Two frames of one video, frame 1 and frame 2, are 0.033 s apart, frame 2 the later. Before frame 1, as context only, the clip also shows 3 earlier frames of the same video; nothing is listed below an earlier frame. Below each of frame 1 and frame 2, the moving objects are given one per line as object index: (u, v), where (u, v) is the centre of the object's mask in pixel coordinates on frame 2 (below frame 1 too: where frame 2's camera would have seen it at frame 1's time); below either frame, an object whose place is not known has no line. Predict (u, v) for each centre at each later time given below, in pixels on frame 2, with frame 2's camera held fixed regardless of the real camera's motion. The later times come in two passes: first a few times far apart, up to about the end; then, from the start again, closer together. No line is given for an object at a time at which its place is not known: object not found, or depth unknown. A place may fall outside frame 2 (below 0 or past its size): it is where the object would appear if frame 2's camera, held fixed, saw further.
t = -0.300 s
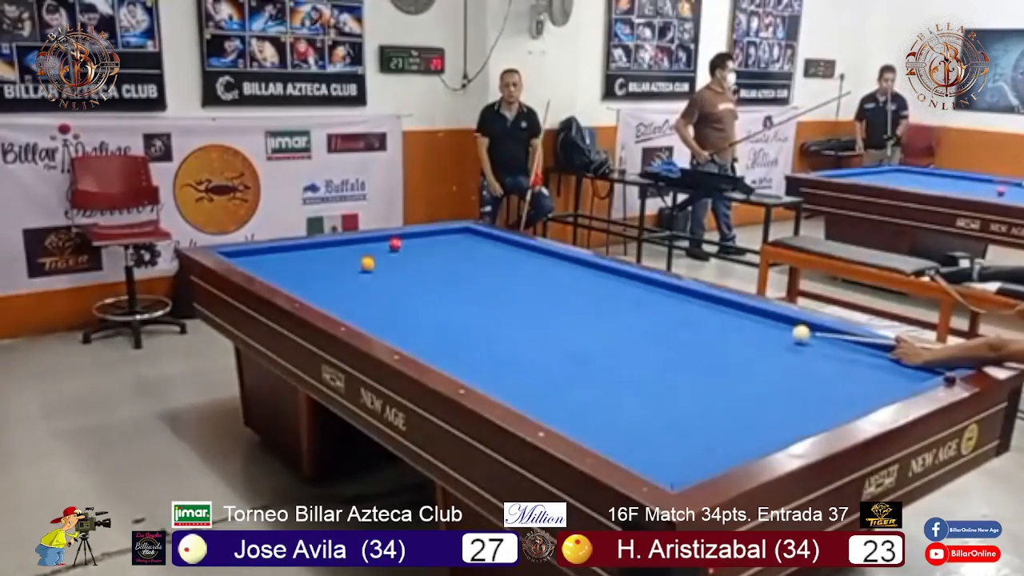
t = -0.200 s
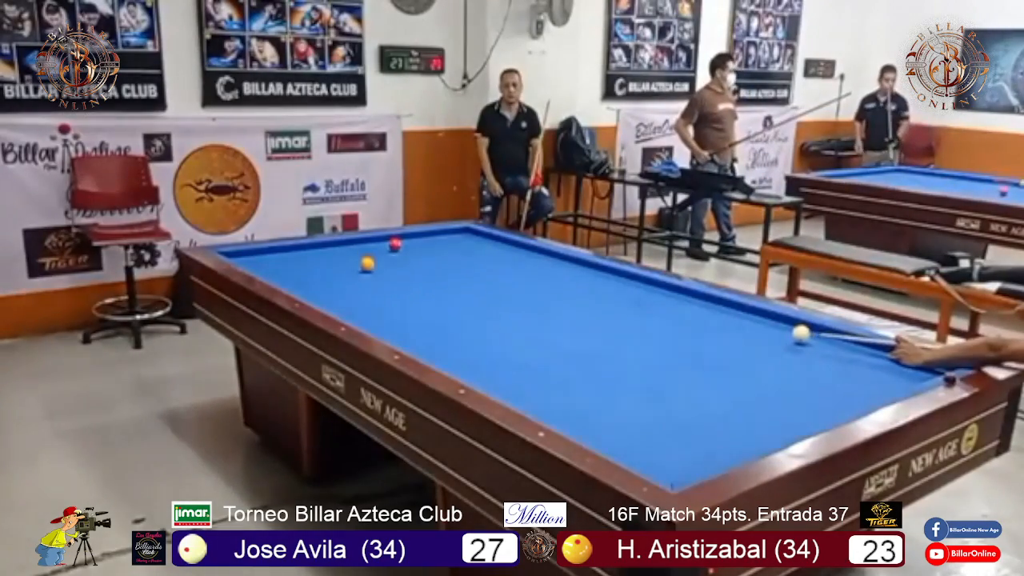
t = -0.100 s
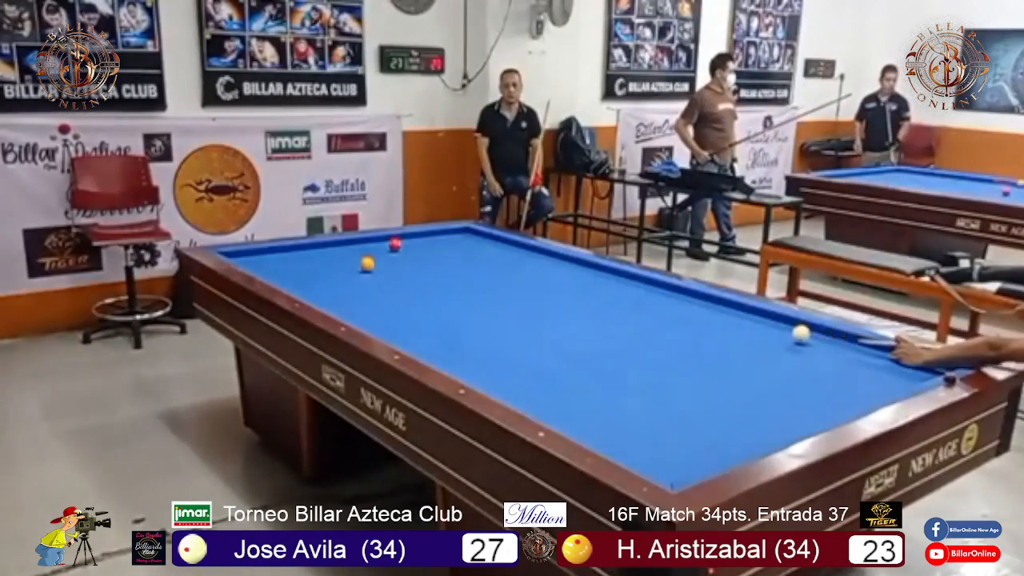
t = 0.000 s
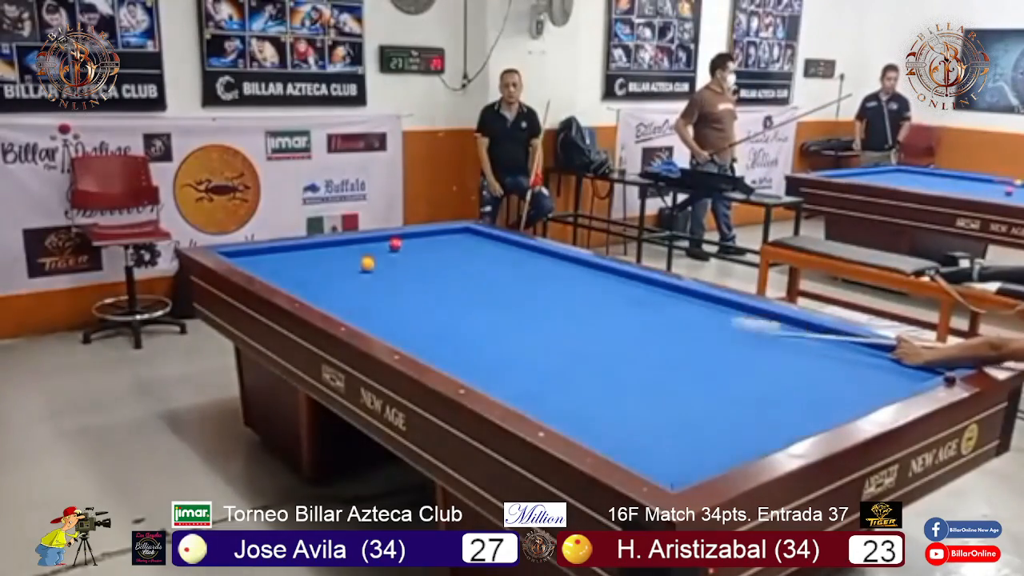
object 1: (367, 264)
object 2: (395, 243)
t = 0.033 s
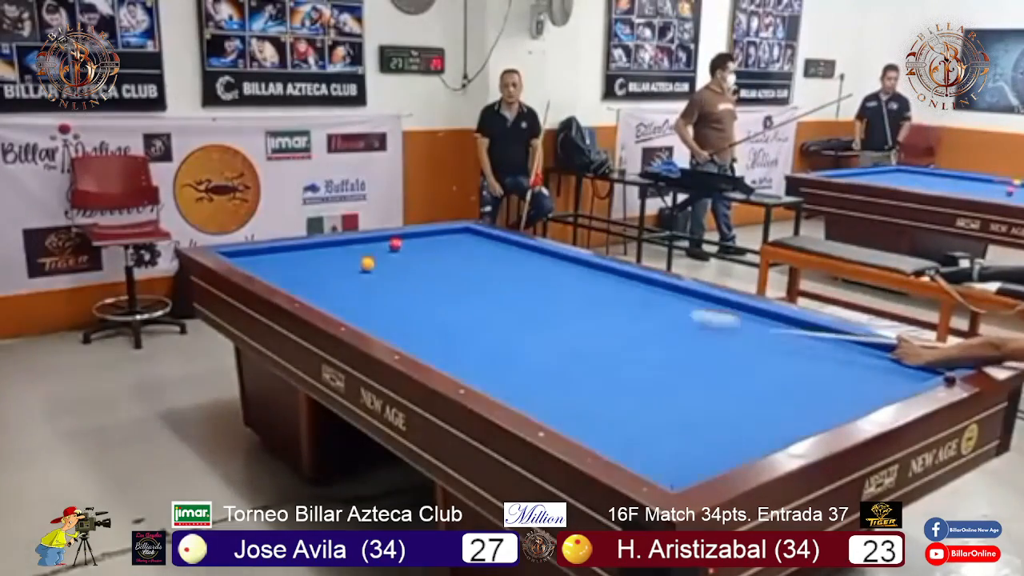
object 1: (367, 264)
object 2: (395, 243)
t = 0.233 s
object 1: (368, 264)
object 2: (395, 243)
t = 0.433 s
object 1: (349, 257)
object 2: (395, 243)
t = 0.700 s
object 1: (338, 258)
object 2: (395, 244)
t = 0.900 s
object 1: (377, 276)
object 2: (395, 243)
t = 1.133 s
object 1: (429, 299)
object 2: (395, 243)
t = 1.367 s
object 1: (491, 328)
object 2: (395, 243)
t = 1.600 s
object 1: (568, 362)
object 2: (395, 243)
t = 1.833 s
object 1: (665, 405)
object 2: (396, 243)
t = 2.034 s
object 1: (738, 439)
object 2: (405, 244)
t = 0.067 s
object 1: (367, 264)
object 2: (395, 243)
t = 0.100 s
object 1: (367, 264)
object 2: (395, 243)
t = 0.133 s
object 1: (367, 264)
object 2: (395, 243)
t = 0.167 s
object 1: (368, 264)
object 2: (395, 243)
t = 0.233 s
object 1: (368, 264)
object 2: (395, 243)
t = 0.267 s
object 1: (367, 264)
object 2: (395, 243)
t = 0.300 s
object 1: (368, 264)
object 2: (395, 243)
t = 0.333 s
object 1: (367, 264)
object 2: (395, 243)
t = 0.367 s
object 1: (368, 264)
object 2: (395, 243)
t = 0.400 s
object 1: (360, 260)
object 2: (395, 243)
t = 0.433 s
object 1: (349, 257)
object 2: (395, 243)
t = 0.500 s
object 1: (321, 248)
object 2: (395, 244)
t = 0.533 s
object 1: (310, 245)
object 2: (395, 244)
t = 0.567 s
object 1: (310, 245)
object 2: (395, 243)
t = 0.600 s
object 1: (316, 249)
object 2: (395, 243)
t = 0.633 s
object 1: (323, 251)
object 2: (395, 243)
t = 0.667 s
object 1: (330, 255)
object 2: (395, 244)
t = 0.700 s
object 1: (338, 258)
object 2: (395, 244)
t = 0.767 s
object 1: (350, 264)
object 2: (395, 244)
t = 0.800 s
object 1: (357, 268)
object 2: (395, 243)
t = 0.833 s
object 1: (363, 270)
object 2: (395, 243)
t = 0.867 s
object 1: (370, 273)
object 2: (395, 243)
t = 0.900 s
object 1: (377, 276)
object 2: (395, 243)
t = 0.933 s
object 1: (384, 279)
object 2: (395, 243)
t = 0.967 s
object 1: (391, 283)
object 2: (395, 243)
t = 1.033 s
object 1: (405, 289)
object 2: (395, 243)
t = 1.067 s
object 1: (413, 292)
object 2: (395, 243)
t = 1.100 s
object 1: (421, 296)
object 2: (395, 243)
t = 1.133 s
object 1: (429, 299)
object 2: (395, 243)
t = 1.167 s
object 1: (438, 303)
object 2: (395, 243)
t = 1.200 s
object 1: (446, 308)
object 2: (395, 243)
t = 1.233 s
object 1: (454, 311)
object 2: (395, 243)
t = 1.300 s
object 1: (473, 319)
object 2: (395, 243)
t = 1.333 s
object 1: (482, 323)
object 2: (395, 243)
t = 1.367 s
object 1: (491, 328)
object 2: (395, 243)
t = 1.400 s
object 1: (501, 332)
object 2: (395, 243)
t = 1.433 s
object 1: (511, 336)
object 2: (395, 243)
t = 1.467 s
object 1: (522, 341)
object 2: (395, 244)
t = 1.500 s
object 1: (533, 346)
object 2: (395, 243)
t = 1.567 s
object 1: (555, 356)
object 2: (395, 243)
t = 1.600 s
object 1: (568, 362)
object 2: (395, 243)
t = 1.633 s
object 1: (581, 368)
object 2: (395, 243)
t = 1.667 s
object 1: (594, 374)
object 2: (395, 243)
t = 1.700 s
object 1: (607, 380)
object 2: (395, 243)
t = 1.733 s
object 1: (621, 386)
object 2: (395, 243)
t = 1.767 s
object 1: (635, 392)
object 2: (395, 243)
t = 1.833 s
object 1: (665, 405)
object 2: (396, 243)
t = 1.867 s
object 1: (680, 412)
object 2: (398, 243)
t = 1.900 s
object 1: (697, 420)
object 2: (399, 243)
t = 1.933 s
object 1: (714, 428)
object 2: (400, 244)
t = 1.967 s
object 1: (733, 435)
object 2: (402, 244)
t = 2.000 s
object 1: (748, 440)
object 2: (404, 244)
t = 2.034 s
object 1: (738, 439)
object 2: (405, 244)
